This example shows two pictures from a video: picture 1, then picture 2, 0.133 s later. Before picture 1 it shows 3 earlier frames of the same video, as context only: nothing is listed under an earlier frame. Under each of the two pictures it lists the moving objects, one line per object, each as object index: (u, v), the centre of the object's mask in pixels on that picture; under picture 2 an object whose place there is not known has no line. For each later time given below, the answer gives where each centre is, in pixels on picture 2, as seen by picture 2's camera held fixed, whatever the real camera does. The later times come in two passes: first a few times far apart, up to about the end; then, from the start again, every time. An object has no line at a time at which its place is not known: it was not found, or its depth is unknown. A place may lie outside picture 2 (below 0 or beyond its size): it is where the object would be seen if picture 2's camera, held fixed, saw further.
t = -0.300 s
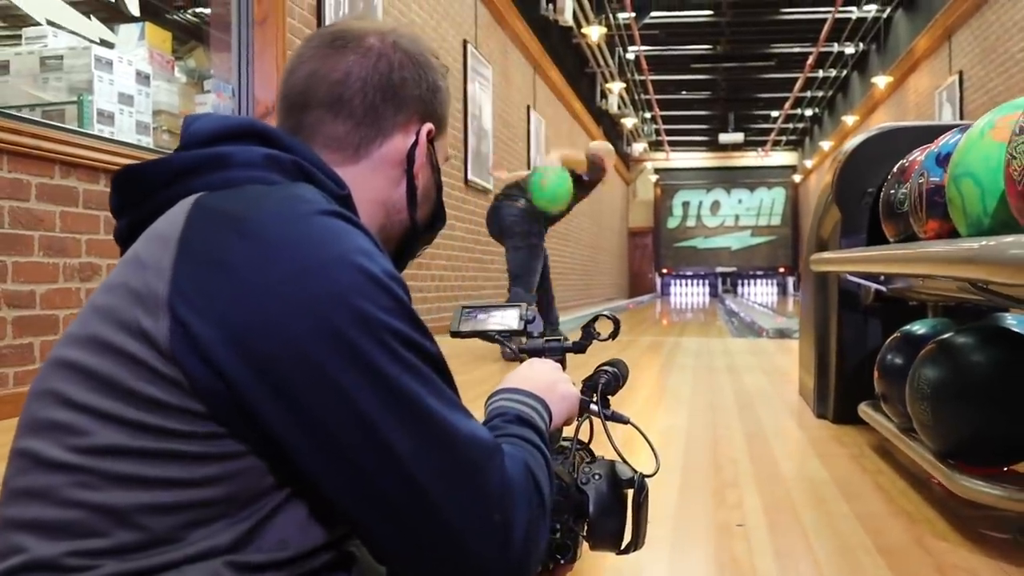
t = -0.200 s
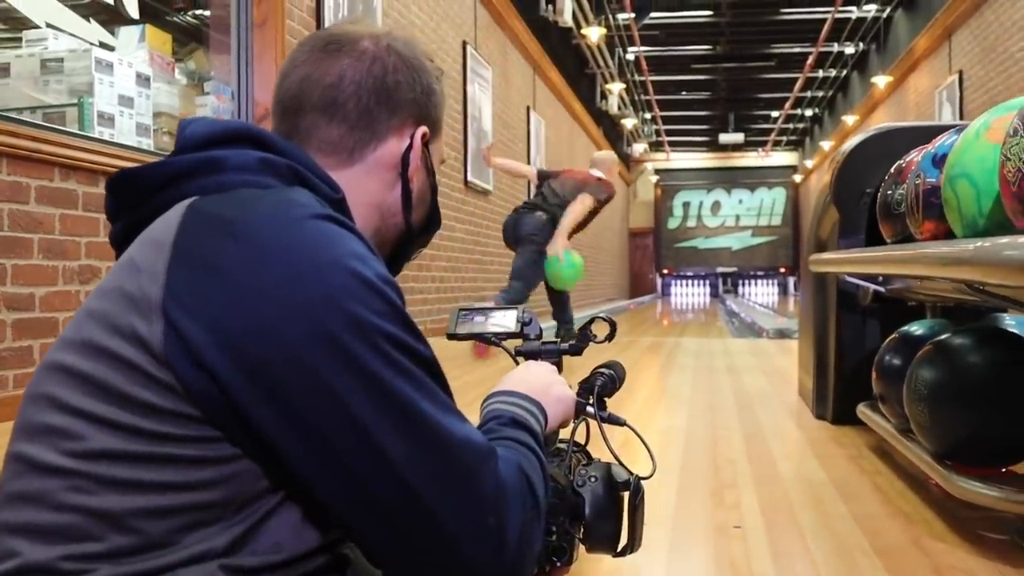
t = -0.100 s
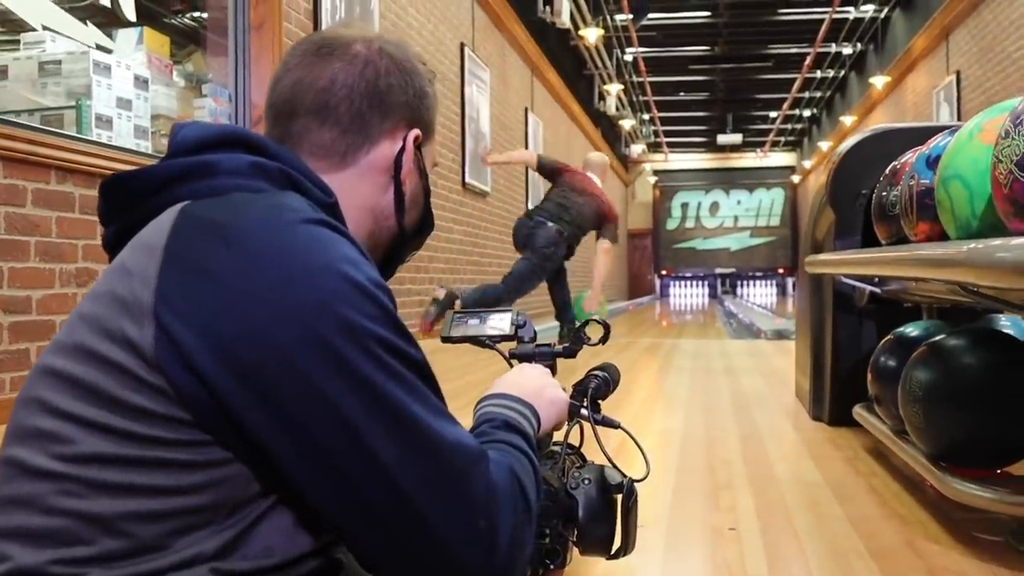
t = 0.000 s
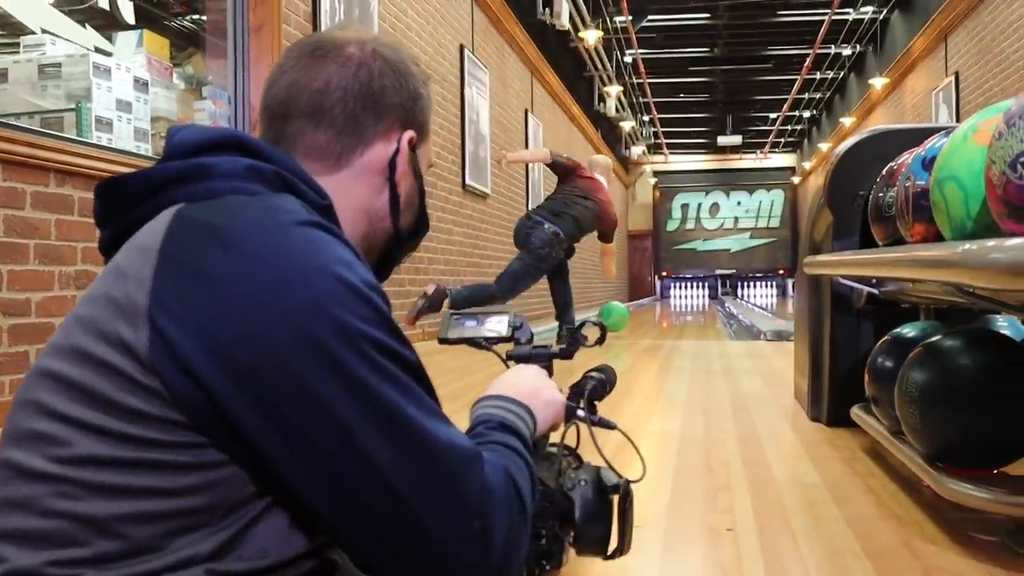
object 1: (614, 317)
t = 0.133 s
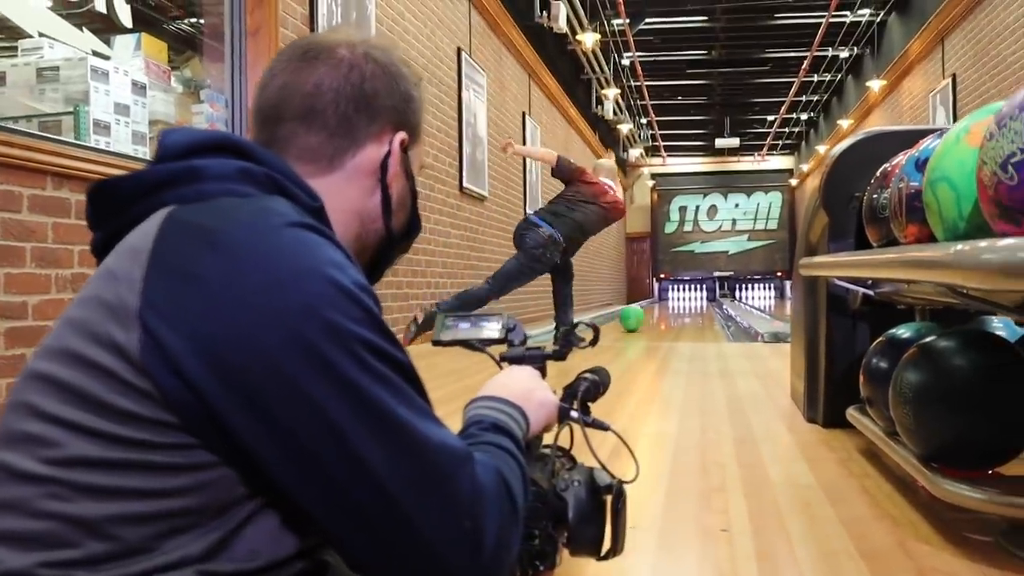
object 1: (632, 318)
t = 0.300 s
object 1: (650, 313)
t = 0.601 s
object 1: (672, 307)
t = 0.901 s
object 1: (687, 303)
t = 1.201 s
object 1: (696, 301)
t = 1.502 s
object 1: (701, 299)
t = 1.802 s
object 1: (703, 298)
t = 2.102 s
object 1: (702, 297)
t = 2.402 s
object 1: (696, 296)
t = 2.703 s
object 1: (692, 294)
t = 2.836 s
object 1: (694, 294)
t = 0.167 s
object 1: (635, 317)
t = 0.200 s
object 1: (640, 315)
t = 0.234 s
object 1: (643, 315)
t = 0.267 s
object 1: (647, 314)
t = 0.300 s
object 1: (650, 313)
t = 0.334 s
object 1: (653, 312)
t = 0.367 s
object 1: (655, 311)
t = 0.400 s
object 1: (659, 310)
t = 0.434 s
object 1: (662, 310)
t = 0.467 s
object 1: (664, 309)
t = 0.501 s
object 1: (667, 309)
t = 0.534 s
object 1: (669, 308)
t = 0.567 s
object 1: (670, 308)
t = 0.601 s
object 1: (672, 307)
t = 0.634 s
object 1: (675, 307)
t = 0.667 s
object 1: (677, 306)
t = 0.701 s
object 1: (677, 306)
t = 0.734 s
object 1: (679, 305)
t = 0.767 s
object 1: (681, 305)
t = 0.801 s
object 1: (683, 304)
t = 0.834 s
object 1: (684, 304)
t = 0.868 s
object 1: (685, 304)
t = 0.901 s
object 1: (687, 303)
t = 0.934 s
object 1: (688, 303)
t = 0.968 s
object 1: (689, 303)
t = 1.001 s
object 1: (691, 302)
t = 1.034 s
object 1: (691, 302)
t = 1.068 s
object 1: (692, 302)
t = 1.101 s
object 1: (693, 301)
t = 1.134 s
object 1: (694, 301)
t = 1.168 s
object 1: (695, 301)
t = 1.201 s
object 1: (696, 301)
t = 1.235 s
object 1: (697, 300)
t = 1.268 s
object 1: (698, 300)
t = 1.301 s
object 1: (698, 300)
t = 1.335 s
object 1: (698, 300)
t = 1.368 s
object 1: (699, 300)
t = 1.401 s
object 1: (700, 299)
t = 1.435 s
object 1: (700, 299)
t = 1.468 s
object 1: (701, 299)
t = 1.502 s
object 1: (701, 299)
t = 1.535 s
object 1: (701, 299)
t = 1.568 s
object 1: (701, 298)
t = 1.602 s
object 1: (702, 298)
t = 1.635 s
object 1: (702, 298)
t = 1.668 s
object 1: (703, 298)
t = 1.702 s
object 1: (702, 298)
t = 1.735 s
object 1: (703, 298)
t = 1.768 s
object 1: (703, 297)
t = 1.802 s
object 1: (703, 298)
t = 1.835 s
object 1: (703, 297)
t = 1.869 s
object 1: (703, 297)
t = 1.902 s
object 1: (703, 297)
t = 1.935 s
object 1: (703, 297)
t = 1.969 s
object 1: (703, 297)
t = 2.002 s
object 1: (702, 297)
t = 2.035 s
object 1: (702, 297)
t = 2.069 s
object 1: (702, 297)
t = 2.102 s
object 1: (702, 297)
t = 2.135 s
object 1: (701, 297)
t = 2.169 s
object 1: (701, 297)
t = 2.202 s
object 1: (701, 297)
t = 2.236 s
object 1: (701, 297)
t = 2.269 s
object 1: (700, 297)
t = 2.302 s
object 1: (699, 296)
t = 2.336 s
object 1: (698, 297)
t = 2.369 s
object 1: (696, 295)
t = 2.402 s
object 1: (696, 296)
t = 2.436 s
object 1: (695, 296)
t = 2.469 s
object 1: (695, 296)
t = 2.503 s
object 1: (695, 295)
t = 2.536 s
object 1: (693, 295)
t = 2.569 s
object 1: (694, 295)
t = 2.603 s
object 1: (694, 295)
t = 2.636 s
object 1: (694, 295)
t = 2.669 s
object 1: (692, 295)
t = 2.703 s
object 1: (692, 294)
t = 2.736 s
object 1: (692, 294)
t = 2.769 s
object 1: (693, 295)
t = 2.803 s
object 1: (693, 295)
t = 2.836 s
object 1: (694, 294)
